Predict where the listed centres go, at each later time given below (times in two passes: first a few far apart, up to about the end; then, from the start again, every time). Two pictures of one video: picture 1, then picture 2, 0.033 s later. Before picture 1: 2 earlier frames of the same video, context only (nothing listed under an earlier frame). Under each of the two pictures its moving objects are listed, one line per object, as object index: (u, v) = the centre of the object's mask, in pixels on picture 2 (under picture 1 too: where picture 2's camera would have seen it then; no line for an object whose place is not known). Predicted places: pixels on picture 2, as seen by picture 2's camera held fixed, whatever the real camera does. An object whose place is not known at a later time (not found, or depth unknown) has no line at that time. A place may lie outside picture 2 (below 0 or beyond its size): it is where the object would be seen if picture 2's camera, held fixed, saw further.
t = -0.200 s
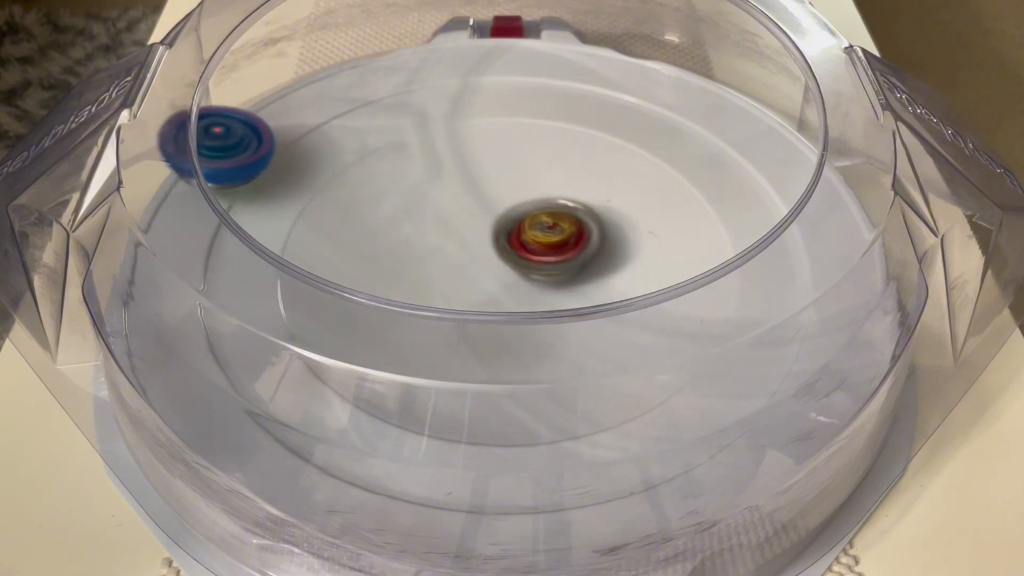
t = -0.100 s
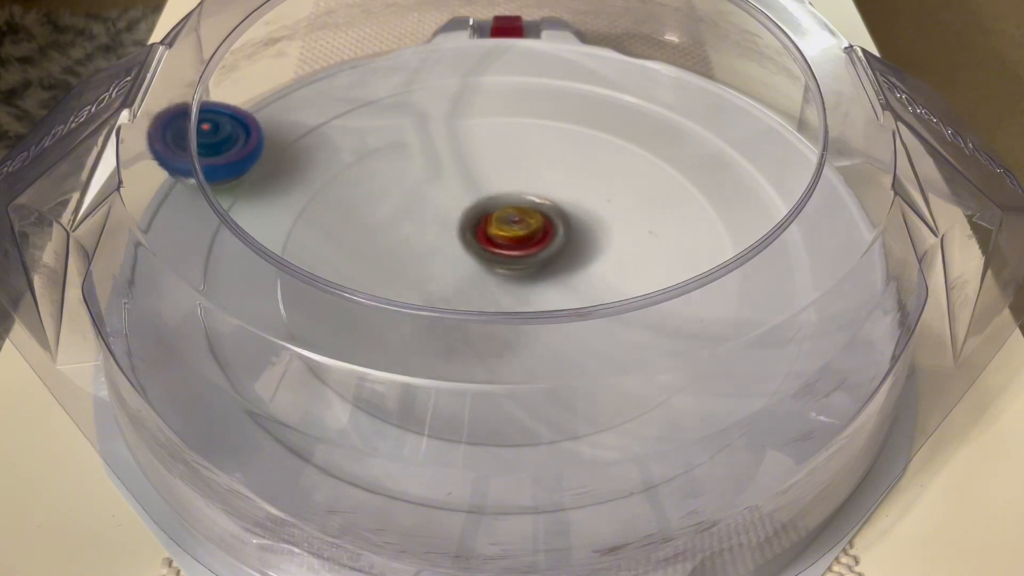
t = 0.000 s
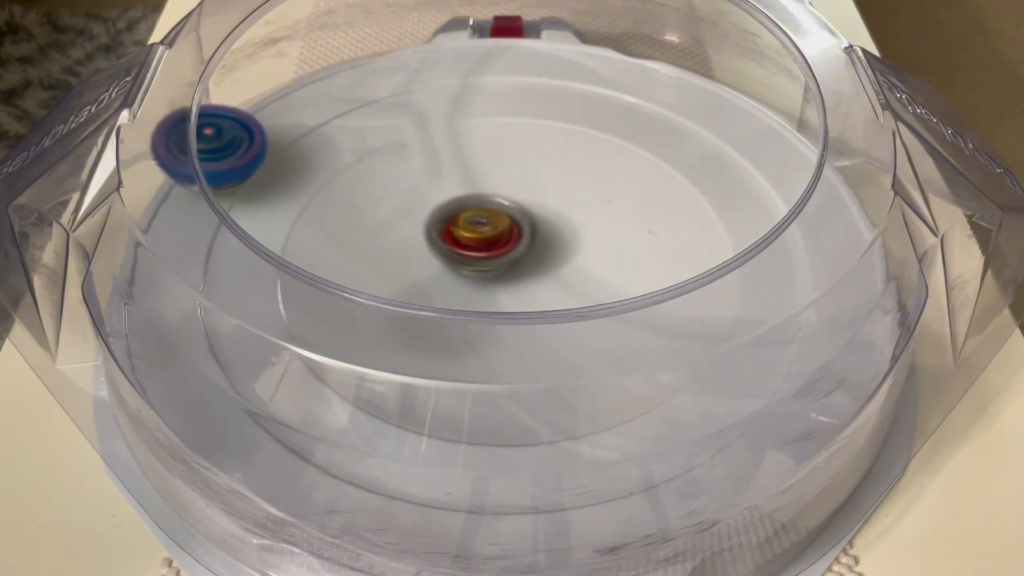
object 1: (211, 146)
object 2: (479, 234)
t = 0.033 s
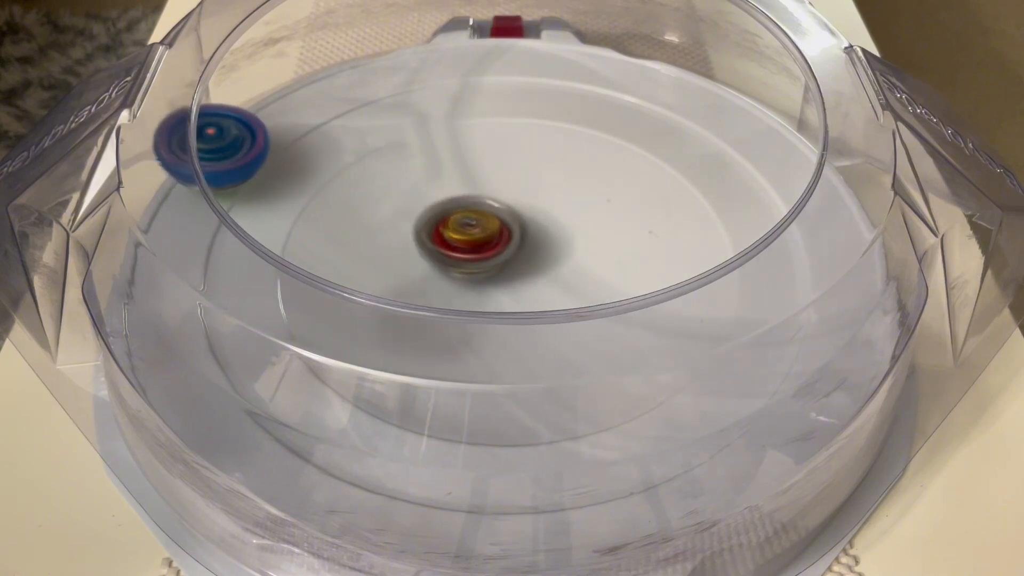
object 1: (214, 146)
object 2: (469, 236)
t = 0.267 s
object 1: (249, 129)
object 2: (428, 266)
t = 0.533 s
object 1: (336, 152)
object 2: (496, 277)
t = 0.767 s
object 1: (404, 228)
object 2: (575, 250)
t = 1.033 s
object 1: (500, 267)
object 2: (634, 210)
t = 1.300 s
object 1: (520, 248)
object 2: (614, 187)
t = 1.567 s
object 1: (400, 269)
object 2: (592, 191)
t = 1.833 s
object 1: (469, 302)
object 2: (533, 234)
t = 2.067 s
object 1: (450, 323)
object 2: (501, 232)
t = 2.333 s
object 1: (457, 311)
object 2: (493, 234)
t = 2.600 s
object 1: (470, 298)
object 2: (509, 206)
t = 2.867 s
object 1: (471, 265)
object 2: (531, 193)
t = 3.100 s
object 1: (442, 249)
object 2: (570, 195)
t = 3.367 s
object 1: (428, 217)
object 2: (593, 237)
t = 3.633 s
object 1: (420, 217)
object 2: (533, 283)
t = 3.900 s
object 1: (471, 187)
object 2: (437, 300)
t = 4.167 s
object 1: (551, 217)
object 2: (422, 255)
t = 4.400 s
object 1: (598, 236)
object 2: (475, 224)
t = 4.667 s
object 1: (611, 260)
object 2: (499, 228)
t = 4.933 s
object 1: (510, 336)
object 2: (487, 245)
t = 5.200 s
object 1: (425, 415)
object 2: (482, 241)
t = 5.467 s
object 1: (428, 414)
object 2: (492, 260)
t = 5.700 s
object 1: (444, 389)
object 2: (488, 268)
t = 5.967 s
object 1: (550, 311)
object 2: (492, 241)
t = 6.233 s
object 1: (570, 309)
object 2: (528, 225)
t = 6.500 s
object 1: (509, 302)
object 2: (516, 237)
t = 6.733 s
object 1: (392, 313)
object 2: (512, 238)
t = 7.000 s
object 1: (435, 296)
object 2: (512, 238)
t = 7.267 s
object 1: (440, 273)
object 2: (513, 236)
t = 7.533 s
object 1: (450, 276)
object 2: (513, 237)
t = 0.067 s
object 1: (216, 144)
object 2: (459, 239)
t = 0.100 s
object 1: (220, 142)
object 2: (450, 242)
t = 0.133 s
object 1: (225, 139)
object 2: (441, 246)
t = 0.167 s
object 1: (229, 137)
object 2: (435, 251)
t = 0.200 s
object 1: (240, 134)
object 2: (431, 257)
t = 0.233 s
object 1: (244, 132)
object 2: (428, 262)
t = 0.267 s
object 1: (249, 129)
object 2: (428, 266)
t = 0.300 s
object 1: (256, 127)
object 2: (430, 270)
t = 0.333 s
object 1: (266, 131)
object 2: (435, 274)
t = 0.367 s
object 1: (278, 135)
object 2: (444, 277)
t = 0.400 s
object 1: (290, 139)
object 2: (454, 279)
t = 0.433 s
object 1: (301, 141)
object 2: (465, 281)
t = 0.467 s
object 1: (312, 143)
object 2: (476, 281)
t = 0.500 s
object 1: (324, 145)
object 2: (487, 279)
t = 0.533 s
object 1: (336, 152)
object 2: (496, 277)
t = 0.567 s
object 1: (351, 161)
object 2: (505, 274)
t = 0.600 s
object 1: (366, 174)
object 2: (512, 271)
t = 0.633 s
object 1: (383, 189)
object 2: (519, 266)
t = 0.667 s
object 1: (399, 207)
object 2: (524, 260)
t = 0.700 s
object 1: (418, 224)
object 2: (529, 253)
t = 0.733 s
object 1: (410, 226)
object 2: (554, 251)
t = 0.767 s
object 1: (404, 228)
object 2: (575, 250)
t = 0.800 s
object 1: (404, 232)
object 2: (593, 247)
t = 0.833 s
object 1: (412, 237)
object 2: (604, 242)
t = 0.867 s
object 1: (423, 244)
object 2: (612, 237)
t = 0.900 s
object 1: (437, 250)
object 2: (618, 231)
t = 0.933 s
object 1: (452, 257)
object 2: (623, 225)
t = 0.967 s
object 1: (469, 262)
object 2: (628, 220)
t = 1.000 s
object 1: (484, 265)
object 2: (631, 215)
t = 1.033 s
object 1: (500, 267)
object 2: (634, 210)
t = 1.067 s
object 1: (513, 267)
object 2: (636, 206)
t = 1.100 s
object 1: (525, 265)
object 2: (638, 201)
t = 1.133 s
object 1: (534, 263)
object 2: (637, 198)
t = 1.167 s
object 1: (539, 259)
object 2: (634, 195)
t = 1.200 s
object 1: (542, 254)
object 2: (629, 193)
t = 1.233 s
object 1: (536, 252)
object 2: (626, 191)
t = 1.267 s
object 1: (527, 250)
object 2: (621, 188)
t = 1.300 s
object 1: (520, 248)
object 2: (614, 187)
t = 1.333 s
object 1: (515, 245)
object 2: (605, 189)
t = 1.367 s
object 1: (490, 249)
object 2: (606, 186)
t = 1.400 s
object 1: (458, 254)
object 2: (611, 184)
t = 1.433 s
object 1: (433, 259)
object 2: (611, 182)
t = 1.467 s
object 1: (412, 262)
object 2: (609, 182)
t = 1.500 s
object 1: (401, 263)
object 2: (605, 183)
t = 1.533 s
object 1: (398, 265)
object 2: (598, 186)
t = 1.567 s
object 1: (400, 269)
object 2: (592, 191)
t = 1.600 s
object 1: (409, 273)
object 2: (582, 197)
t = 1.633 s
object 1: (420, 278)
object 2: (574, 204)
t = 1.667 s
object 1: (431, 288)
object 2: (563, 211)
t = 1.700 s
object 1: (444, 292)
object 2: (554, 217)
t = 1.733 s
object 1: (456, 294)
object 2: (545, 224)
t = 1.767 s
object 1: (466, 295)
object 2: (538, 230)
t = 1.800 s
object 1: (470, 298)
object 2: (534, 232)
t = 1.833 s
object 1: (469, 302)
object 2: (533, 234)
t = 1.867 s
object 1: (469, 304)
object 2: (527, 235)
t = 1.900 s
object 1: (466, 308)
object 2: (525, 235)
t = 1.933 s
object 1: (457, 322)
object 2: (525, 232)
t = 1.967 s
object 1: (450, 322)
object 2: (521, 230)
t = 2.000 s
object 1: (449, 323)
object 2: (515, 230)
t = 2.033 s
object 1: (450, 324)
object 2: (508, 231)
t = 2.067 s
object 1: (450, 323)
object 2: (501, 232)
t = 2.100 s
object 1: (452, 322)
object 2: (496, 235)
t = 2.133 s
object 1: (456, 322)
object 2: (491, 237)
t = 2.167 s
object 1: (458, 312)
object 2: (488, 238)
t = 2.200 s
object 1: (457, 322)
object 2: (489, 238)
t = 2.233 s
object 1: (456, 310)
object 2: (486, 238)
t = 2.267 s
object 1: (455, 312)
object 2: (488, 237)
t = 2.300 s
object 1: (459, 311)
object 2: (490, 236)
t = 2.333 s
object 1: (457, 311)
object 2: (493, 234)
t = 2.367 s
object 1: (452, 322)
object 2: (500, 227)
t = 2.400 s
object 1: (450, 323)
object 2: (503, 222)
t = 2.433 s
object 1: (451, 323)
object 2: (505, 218)
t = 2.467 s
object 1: (452, 322)
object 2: (506, 214)
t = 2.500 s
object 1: (455, 322)
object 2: (508, 212)
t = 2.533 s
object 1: (459, 312)
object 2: (508, 209)
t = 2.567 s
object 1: (464, 306)
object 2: (509, 206)
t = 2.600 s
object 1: (470, 298)
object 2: (509, 206)
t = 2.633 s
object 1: (474, 283)
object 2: (510, 206)
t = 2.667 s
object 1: (479, 280)
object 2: (509, 206)
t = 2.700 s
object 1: (476, 279)
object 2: (516, 201)
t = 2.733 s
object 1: (473, 279)
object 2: (522, 198)
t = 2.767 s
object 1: (472, 276)
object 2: (524, 195)
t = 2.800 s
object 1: (472, 273)
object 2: (524, 194)
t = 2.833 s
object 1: (473, 270)
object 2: (526, 194)
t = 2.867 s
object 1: (471, 265)
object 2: (531, 193)
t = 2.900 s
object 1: (468, 262)
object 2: (536, 191)
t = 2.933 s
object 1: (466, 258)
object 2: (539, 192)
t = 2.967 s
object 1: (466, 254)
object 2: (543, 192)
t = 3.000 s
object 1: (457, 252)
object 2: (554, 191)
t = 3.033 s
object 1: (448, 252)
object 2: (564, 190)
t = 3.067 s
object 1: (443, 251)
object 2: (568, 192)
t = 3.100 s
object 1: (442, 249)
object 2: (570, 195)
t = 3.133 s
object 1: (444, 247)
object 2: (571, 197)
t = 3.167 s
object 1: (448, 245)
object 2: (572, 200)
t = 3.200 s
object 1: (453, 243)
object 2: (573, 205)
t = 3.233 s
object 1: (458, 240)
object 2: (573, 209)
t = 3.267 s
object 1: (463, 237)
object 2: (573, 215)
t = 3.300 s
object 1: (468, 235)
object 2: (574, 219)
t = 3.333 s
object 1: (447, 225)
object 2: (585, 228)
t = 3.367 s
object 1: (428, 217)
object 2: (593, 237)
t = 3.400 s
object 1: (413, 210)
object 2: (598, 245)
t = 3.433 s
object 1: (405, 207)
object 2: (597, 254)
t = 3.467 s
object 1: (402, 206)
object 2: (590, 260)
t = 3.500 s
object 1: (402, 207)
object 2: (582, 266)
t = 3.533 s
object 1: (404, 209)
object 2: (573, 270)
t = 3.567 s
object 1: (408, 211)
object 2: (560, 276)
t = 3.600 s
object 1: (413, 214)
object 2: (548, 279)
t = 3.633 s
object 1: (420, 217)
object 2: (533, 283)
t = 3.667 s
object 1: (427, 220)
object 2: (518, 283)
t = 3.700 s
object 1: (436, 223)
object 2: (503, 285)
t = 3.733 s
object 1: (442, 213)
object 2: (491, 296)
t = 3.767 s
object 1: (447, 201)
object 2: (480, 304)
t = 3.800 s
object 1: (454, 193)
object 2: (467, 307)
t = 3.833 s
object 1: (460, 189)
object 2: (457, 308)
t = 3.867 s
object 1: (466, 187)
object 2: (447, 305)
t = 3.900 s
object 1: (471, 187)
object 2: (437, 300)
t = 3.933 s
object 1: (478, 190)
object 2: (432, 295)
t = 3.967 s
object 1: (484, 193)
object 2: (430, 283)
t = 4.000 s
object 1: (490, 198)
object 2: (426, 278)
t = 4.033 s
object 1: (496, 204)
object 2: (425, 273)
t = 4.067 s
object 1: (501, 210)
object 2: (427, 269)
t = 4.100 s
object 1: (511, 216)
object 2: (428, 265)
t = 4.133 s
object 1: (530, 217)
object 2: (423, 261)
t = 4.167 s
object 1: (551, 217)
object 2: (422, 255)
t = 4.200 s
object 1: (566, 219)
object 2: (427, 250)
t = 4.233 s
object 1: (575, 223)
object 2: (434, 244)
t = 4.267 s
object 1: (580, 227)
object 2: (444, 242)
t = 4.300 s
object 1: (581, 230)
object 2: (453, 238)
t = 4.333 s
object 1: (579, 232)
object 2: (465, 234)
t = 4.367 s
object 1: (588, 234)
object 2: (470, 228)
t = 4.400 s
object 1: (598, 236)
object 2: (475, 224)
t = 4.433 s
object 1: (603, 238)
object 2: (481, 223)
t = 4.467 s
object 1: (605, 241)
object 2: (488, 223)
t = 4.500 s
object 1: (605, 244)
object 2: (495, 224)
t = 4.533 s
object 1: (609, 247)
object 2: (496, 223)
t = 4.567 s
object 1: (614, 252)
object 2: (496, 220)
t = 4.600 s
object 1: (615, 255)
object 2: (497, 222)
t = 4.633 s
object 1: (614, 258)
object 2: (498, 224)
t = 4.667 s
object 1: (611, 260)
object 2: (499, 228)
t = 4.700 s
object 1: (607, 263)
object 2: (501, 232)
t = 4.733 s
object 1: (599, 267)
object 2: (501, 238)
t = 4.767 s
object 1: (590, 270)
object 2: (501, 244)
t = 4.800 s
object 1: (582, 277)
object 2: (499, 246)
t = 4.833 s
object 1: (570, 283)
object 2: (496, 247)
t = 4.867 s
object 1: (552, 299)
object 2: (495, 247)
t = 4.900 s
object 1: (533, 313)
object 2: (492, 247)
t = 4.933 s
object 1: (510, 336)
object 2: (487, 245)
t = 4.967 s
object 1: (485, 353)
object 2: (485, 242)
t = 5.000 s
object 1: (465, 366)
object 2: (483, 240)
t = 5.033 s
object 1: (449, 378)
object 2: (482, 238)
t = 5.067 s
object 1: (436, 387)
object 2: (480, 235)
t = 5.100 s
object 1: (427, 400)
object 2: (479, 234)
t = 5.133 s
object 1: (424, 406)
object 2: (481, 235)
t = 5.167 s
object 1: (422, 414)
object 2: (483, 237)
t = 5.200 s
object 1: (425, 415)
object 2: (482, 241)
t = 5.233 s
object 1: (425, 419)
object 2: (480, 242)
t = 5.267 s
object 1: (429, 417)
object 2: (482, 241)
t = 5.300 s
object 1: (429, 418)
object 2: (484, 242)
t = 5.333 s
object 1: (431, 418)
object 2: (487, 244)
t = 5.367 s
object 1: (430, 418)
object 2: (491, 248)
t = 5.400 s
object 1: (431, 421)
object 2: (493, 252)
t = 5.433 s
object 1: (428, 416)
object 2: (492, 258)
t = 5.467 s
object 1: (428, 414)
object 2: (492, 260)
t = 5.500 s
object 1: (426, 411)
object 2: (494, 261)
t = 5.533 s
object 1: (427, 410)
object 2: (493, 265)
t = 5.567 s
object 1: (427, 406)
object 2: (492, 267)
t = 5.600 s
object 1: (429, 405)
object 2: (492, 267)
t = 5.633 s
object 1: (430, 401)
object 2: (489, 268)
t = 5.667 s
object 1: (436, 397)
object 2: (487, 268)
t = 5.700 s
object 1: (444, 389)
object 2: (488, 268)
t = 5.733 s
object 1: (454, 382)
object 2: (487, 265)
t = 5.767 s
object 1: (465, 373)
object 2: (486, 265)
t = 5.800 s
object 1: (480, 366)
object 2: (491, 261)
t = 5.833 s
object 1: (494, 344)
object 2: (490, 253)
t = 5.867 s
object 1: (509, 330)
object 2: (487, 248)
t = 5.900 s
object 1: (523, 325)
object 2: (486, 247)
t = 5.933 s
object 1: (538, 311)
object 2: (486, 246)
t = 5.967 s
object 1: (550, 311)
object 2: (492, 241)
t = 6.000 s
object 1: (562, 311)
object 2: (496, 239)
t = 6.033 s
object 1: (568, 308)
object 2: (500, 233)
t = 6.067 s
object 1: (572, 306)
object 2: (506, 231)
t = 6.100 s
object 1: (570, 304)
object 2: (509, 231)
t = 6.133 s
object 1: (570, 299)
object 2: (512, 231)
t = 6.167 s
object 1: (572, 307)
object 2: (515, 230)
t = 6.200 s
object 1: (573, 309)
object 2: (519, 226)
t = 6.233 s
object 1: (570, 309)
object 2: (528, 225)
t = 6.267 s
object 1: (568, 310)
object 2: (529, 225)
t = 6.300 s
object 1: (565, 311)
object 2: (526, 229)
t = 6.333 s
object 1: (563, 311)
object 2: (522, 231)
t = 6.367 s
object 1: (560, 310)
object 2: (519, 233)
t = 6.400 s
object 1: (553, 307)
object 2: (517, 235)
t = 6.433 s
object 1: (544, 305)
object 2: (516, 235)
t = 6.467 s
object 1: (528, 303)
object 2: (517, 237)
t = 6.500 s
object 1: (509, 302)
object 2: (516, 237)
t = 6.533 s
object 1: (487, 304)
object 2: (515, 236)
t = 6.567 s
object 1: (464, 304)
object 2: (513, 236)
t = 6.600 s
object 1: (444, 304)
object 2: (513, 237)
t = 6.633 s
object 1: (424, 304)
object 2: (512, 238)
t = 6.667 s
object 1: (407, 304)
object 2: (512, 238)
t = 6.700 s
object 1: (399, 302)
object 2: (512, 238)
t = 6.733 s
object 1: (392, 313)
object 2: (512, 238)
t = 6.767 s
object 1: (390, 313)
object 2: (512, 238)
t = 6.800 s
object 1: (391, 313)
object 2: (512, 238)
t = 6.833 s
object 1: (394, 314)
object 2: (512, 238)
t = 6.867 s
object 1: (399, 314)
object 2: (512, 238)
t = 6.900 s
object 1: (408, 305)
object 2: (512, 238)
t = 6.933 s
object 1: (412, 304)
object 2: (512, 238)
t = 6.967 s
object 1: (423, 300)
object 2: (512, 238)
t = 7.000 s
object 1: (435, 296)
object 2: (512, 238)
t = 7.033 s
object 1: (445, 292)
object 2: (513, 238)
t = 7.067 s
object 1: (450, 287)
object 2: (513, 237)
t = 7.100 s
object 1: (449, 278)
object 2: (514, 237)
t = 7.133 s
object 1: (448, 277)
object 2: (513, 237)
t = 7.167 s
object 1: (446, 276)
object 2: (513, 237)
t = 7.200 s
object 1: (443, 274)
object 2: (513, 236)
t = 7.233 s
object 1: (440, 273)
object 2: (513, 236)
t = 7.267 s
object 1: (440, 273)
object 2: (513, 236)
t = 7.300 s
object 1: (442, 273)
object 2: (513, 236)
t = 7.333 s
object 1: (444, 274)
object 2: (513, 236)
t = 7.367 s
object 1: (447, 275)
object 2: (513, 237)
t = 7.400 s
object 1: (449, 275)
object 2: (513, 237)
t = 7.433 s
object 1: (450, 276)
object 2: (513, 237)
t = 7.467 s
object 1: (451, 276)
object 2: (514, 237)
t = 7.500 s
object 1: (451, 276)
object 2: (513, 237)
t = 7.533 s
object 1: (450, 276)
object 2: (513, 237)
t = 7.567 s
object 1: (450, 276)
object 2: (513, 237)
